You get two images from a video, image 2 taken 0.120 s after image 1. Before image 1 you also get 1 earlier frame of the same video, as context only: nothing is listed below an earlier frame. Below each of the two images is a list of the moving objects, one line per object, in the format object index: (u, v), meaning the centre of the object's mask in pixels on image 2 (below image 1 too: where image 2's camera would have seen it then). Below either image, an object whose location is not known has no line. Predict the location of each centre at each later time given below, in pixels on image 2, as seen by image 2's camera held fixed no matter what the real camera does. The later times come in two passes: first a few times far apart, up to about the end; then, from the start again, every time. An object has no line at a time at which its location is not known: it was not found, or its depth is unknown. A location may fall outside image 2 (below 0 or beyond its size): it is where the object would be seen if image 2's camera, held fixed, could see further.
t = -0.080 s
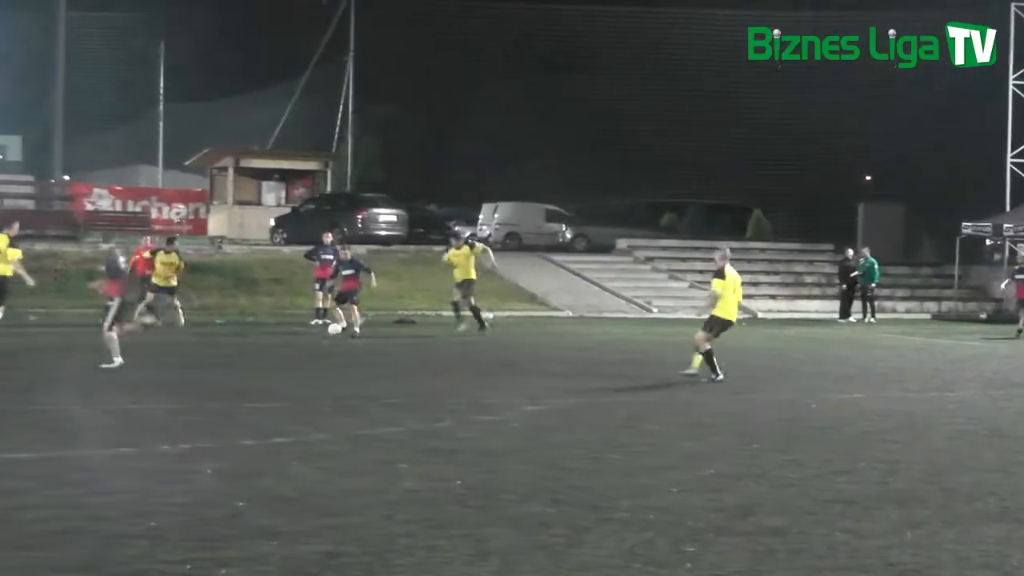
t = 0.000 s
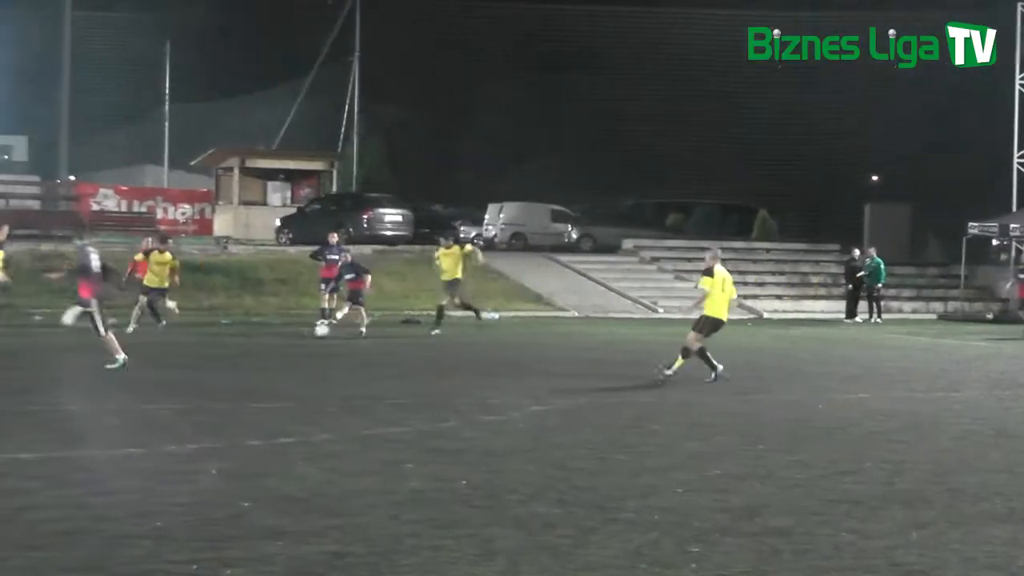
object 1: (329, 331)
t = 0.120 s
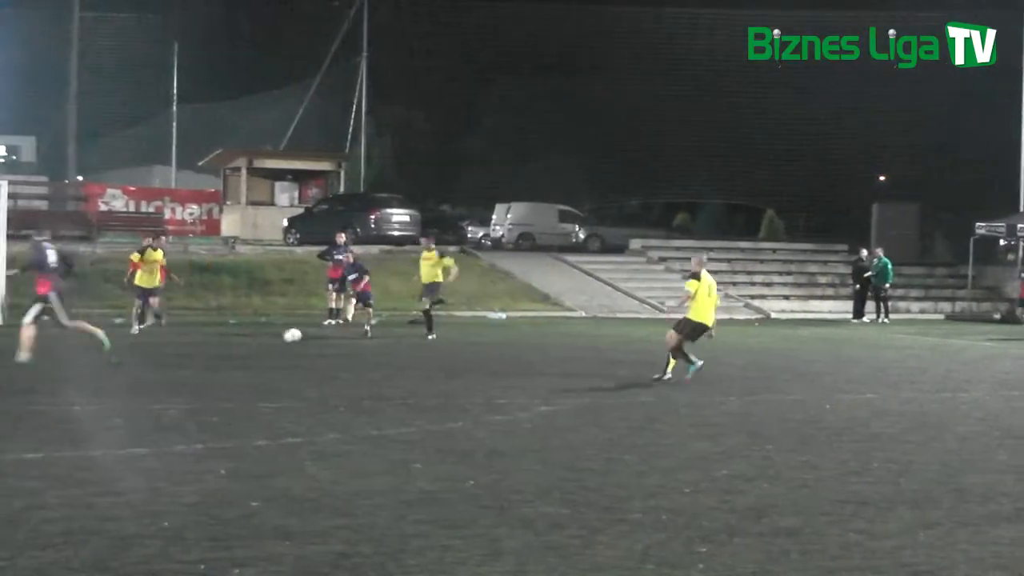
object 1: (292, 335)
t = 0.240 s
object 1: (254, 341)
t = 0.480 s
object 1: (178, 353)
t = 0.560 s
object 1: (155, 358)
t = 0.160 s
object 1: (280, 336)
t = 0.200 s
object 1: (267, 339)
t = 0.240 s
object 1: (254, 341)
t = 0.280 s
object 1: (241, 343)
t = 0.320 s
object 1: (228, 344)
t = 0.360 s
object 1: (215, 347)
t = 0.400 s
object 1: (202, 350)
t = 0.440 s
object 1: (190, 351)
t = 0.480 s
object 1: (178, 353)
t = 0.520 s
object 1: (167, 356)
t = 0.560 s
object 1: (155, 358)
